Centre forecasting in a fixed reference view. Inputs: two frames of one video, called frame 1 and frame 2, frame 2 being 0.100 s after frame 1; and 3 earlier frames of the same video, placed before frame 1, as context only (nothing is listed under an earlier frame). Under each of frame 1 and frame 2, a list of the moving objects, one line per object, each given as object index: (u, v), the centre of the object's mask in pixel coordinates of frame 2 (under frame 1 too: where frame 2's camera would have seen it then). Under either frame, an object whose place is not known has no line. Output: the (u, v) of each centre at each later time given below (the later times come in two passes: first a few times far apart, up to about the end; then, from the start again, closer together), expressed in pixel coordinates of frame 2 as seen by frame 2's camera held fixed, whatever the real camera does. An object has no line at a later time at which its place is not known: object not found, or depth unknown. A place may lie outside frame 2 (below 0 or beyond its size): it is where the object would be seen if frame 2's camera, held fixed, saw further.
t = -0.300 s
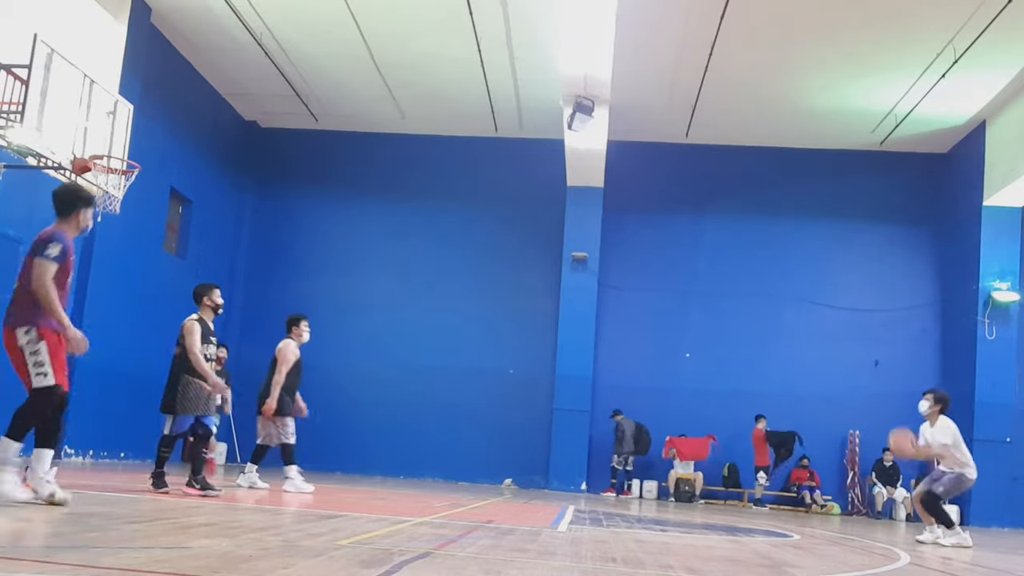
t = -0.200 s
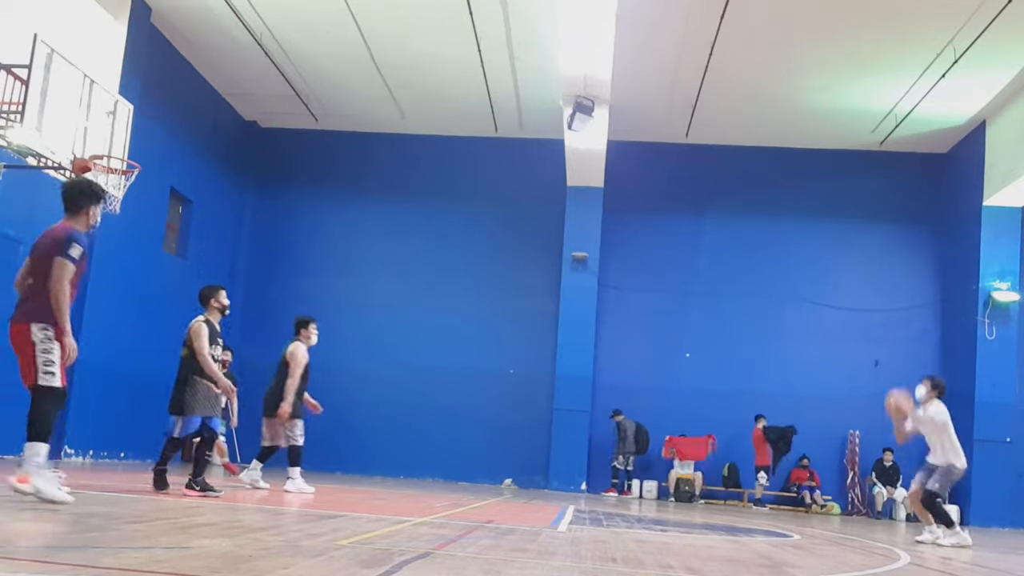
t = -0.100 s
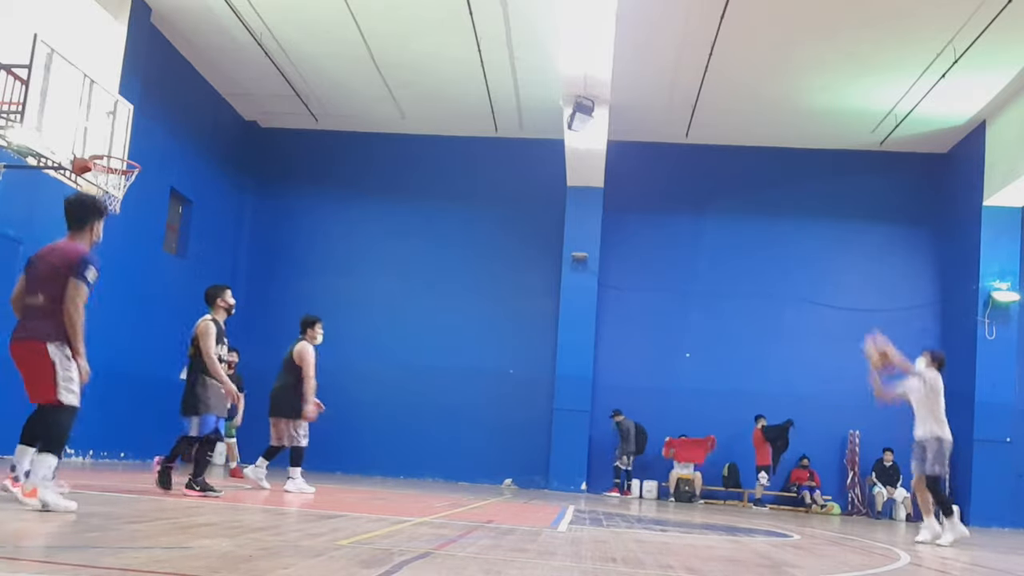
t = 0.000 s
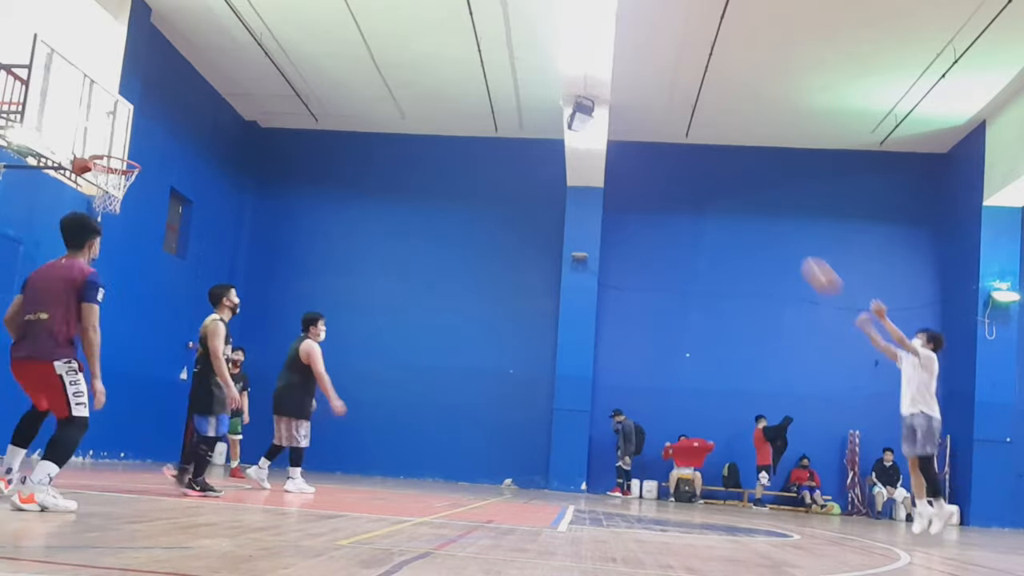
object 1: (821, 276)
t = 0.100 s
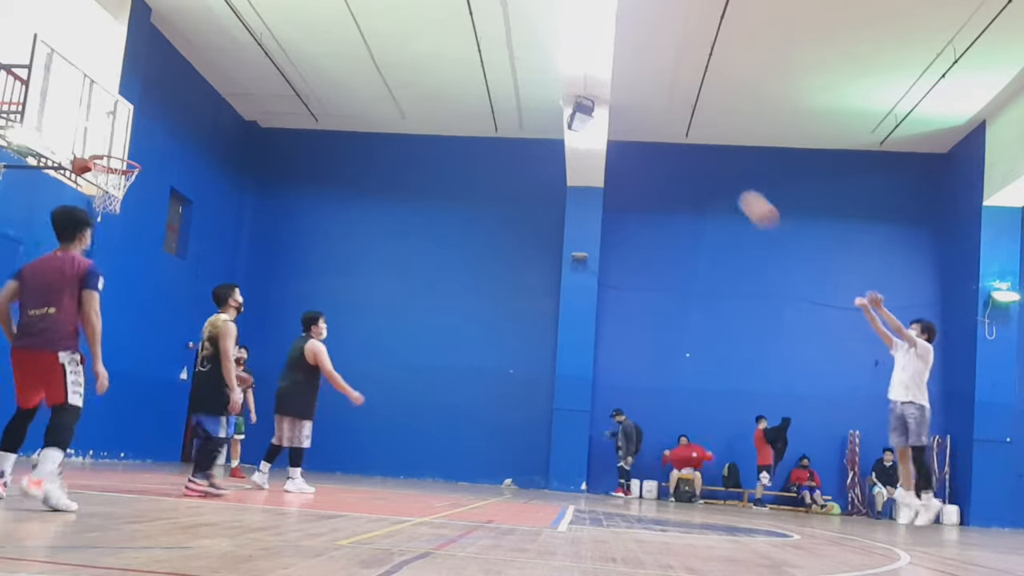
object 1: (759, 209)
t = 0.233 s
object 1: (677, 138)
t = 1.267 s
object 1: (106, 146)
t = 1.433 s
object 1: (101, 69)
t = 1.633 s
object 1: (92, 8)
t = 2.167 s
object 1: (32, 19)
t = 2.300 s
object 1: (10, 68)
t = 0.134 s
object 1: (738, 190)
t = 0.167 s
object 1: (717, 171)
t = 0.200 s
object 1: (698, 154)
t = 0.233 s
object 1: (677, 138)
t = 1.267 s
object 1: (106, 146)
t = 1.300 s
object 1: (105, 130)
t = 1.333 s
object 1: (104, 113)
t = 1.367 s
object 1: (104, 96)
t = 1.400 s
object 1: (103, 83)
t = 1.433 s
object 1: (101, 69)
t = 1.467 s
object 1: (100, 57)
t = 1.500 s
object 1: (98, 45)
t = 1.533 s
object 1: (97, 34)
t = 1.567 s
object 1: (96, 25)
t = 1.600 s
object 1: (94, 16)
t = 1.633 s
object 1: (92, 8)
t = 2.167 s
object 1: (32, 19)
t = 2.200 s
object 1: (26, 29)
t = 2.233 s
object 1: (21, 41)
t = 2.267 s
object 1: (15, 53)
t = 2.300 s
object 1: (10, 68)
